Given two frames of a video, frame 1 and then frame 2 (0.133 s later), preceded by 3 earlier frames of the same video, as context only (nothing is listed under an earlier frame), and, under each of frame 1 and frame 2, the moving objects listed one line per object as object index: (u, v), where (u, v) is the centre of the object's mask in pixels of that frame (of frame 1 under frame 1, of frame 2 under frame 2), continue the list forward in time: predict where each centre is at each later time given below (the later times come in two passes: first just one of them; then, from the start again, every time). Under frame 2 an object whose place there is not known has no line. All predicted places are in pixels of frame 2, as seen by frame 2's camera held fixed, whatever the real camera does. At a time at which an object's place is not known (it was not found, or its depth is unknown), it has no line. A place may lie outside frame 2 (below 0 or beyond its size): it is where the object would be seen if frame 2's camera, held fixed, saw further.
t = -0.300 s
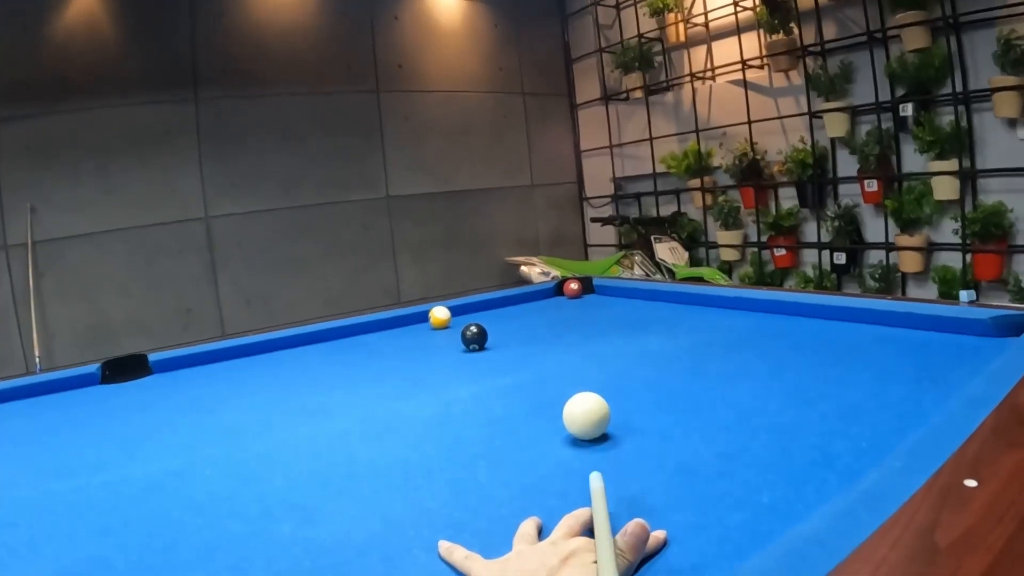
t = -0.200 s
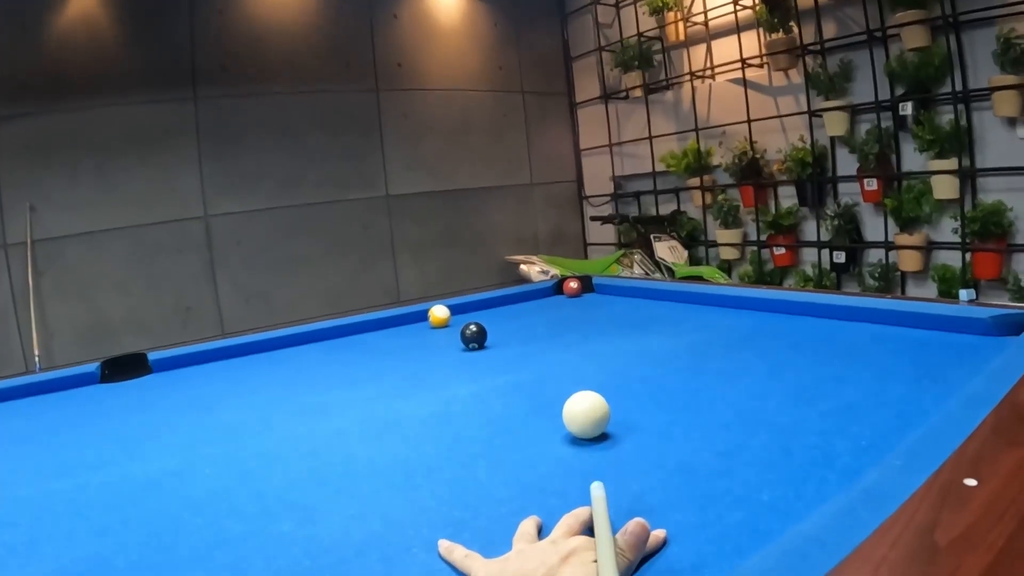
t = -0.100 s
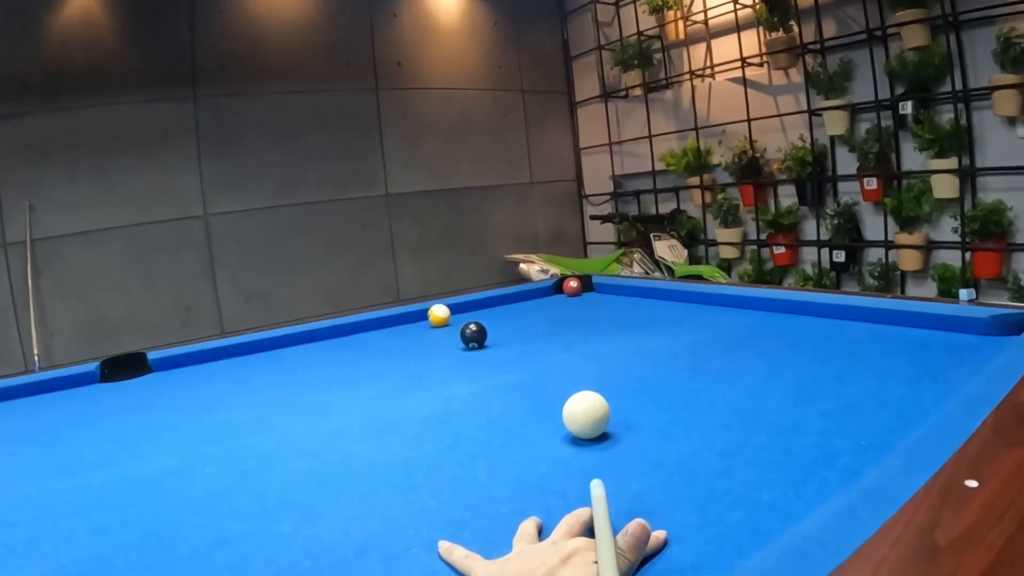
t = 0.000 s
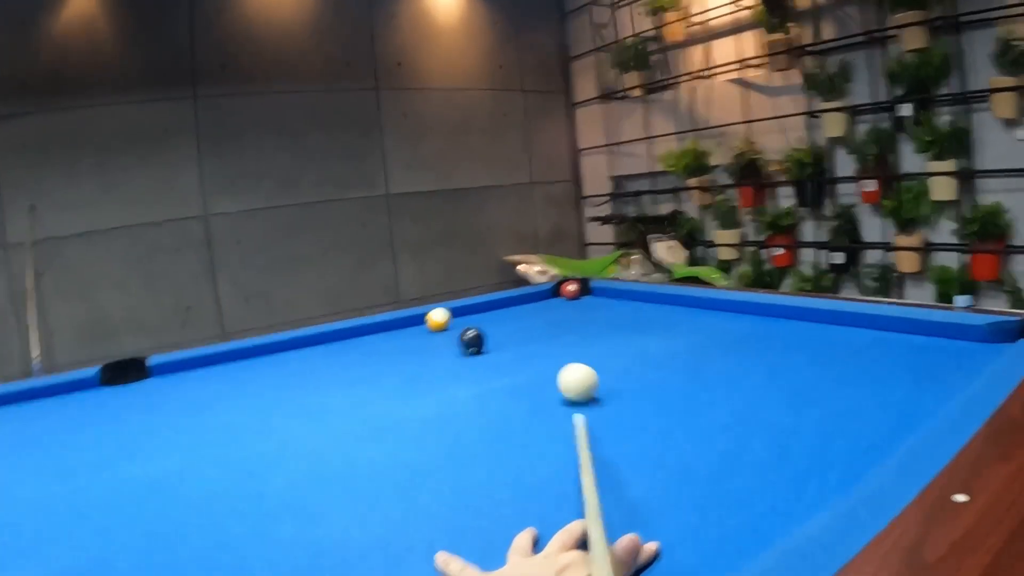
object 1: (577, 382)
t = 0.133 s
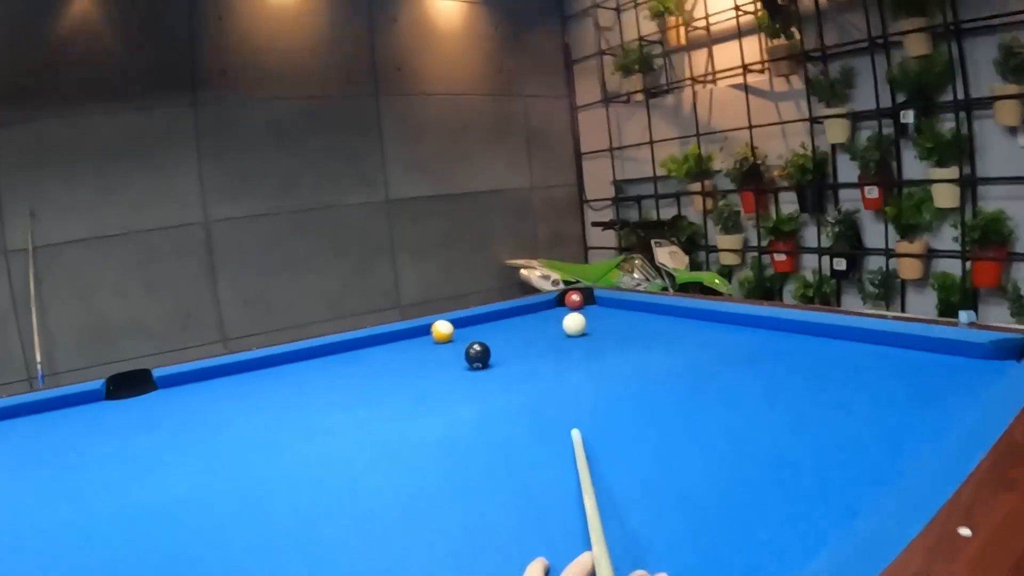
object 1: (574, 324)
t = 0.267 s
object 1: (560, 305)
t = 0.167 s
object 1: (573, 314)
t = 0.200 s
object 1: (572, 306)
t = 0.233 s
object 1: (567, 305)
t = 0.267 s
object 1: (560, 305)
